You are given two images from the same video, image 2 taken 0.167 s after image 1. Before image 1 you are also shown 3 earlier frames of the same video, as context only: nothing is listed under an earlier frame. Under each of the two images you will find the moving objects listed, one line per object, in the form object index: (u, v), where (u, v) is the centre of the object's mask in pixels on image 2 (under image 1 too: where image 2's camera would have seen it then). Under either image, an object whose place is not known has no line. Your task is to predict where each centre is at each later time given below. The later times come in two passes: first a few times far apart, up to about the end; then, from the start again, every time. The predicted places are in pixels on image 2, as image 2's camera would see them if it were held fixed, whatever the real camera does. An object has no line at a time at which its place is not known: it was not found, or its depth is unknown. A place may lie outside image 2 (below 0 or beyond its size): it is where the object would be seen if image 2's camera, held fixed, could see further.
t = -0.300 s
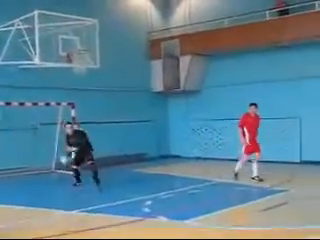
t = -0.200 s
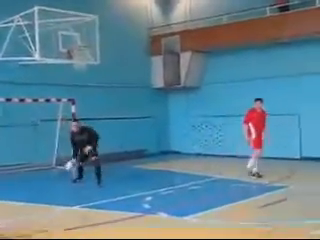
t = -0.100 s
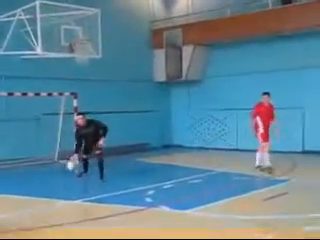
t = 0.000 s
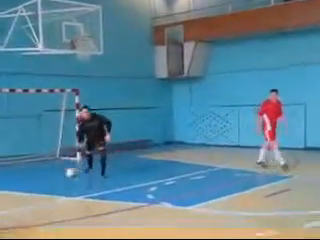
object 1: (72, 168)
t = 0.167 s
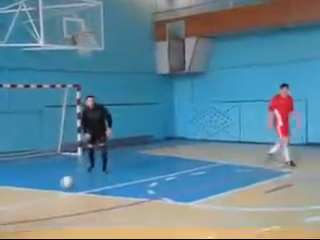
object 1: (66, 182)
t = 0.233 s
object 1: (65, 183)
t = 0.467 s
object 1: (57, 201)
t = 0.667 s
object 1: (47, 219)
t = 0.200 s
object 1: (66, 182)
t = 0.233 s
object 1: (65, 183)
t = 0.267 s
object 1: (64, 184)
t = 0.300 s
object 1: (63, 187)
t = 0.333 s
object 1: (63, 191)
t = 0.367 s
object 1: (63, 197)
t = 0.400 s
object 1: (59, 199)
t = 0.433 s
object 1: (58, 200)
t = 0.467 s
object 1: (57, 201)
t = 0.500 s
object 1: (54, 203)
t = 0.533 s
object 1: (53, 208)
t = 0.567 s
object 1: (52, 210)
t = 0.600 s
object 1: (50, 216)
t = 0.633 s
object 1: (48, 216)
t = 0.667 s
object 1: (47, 219)
